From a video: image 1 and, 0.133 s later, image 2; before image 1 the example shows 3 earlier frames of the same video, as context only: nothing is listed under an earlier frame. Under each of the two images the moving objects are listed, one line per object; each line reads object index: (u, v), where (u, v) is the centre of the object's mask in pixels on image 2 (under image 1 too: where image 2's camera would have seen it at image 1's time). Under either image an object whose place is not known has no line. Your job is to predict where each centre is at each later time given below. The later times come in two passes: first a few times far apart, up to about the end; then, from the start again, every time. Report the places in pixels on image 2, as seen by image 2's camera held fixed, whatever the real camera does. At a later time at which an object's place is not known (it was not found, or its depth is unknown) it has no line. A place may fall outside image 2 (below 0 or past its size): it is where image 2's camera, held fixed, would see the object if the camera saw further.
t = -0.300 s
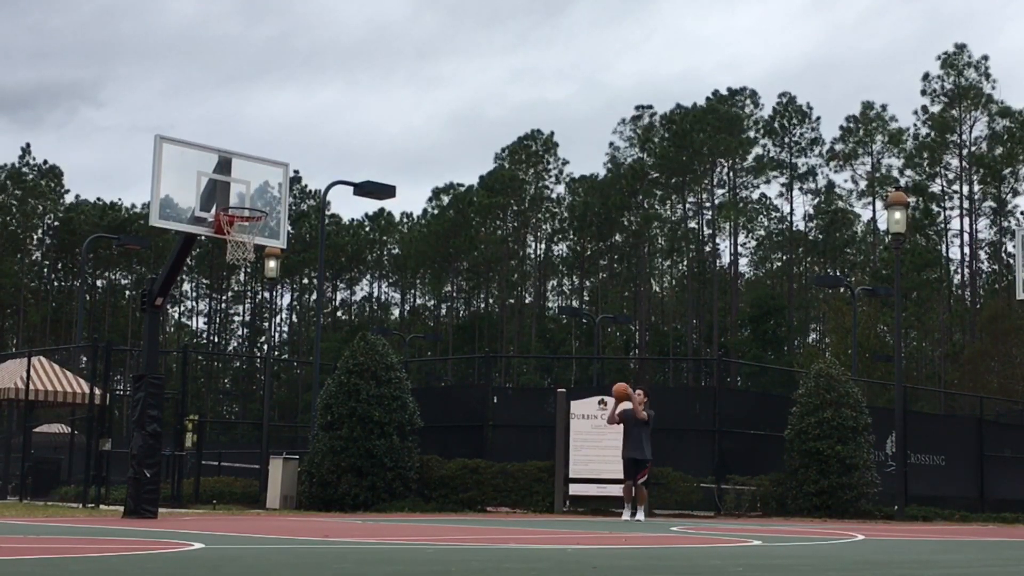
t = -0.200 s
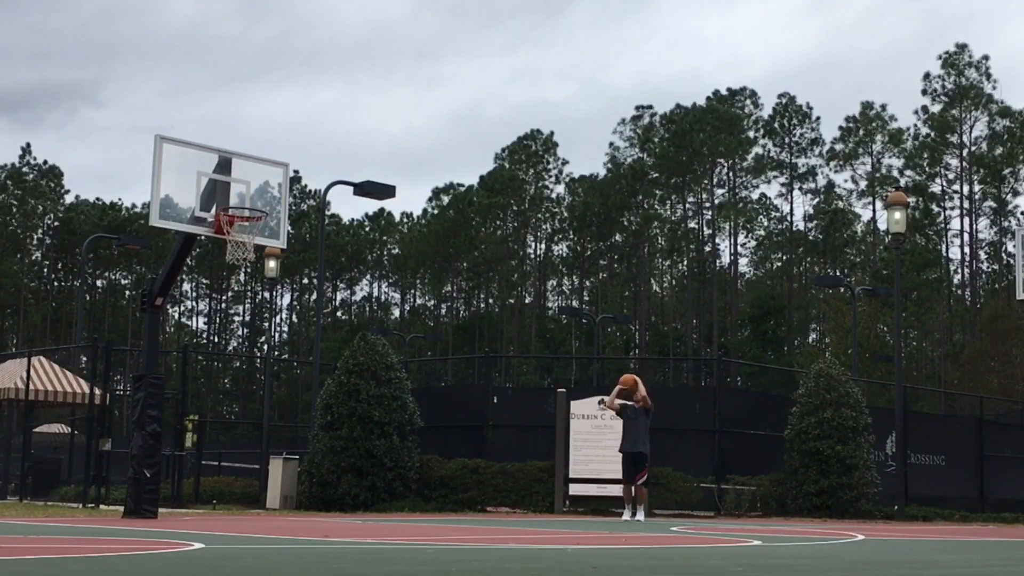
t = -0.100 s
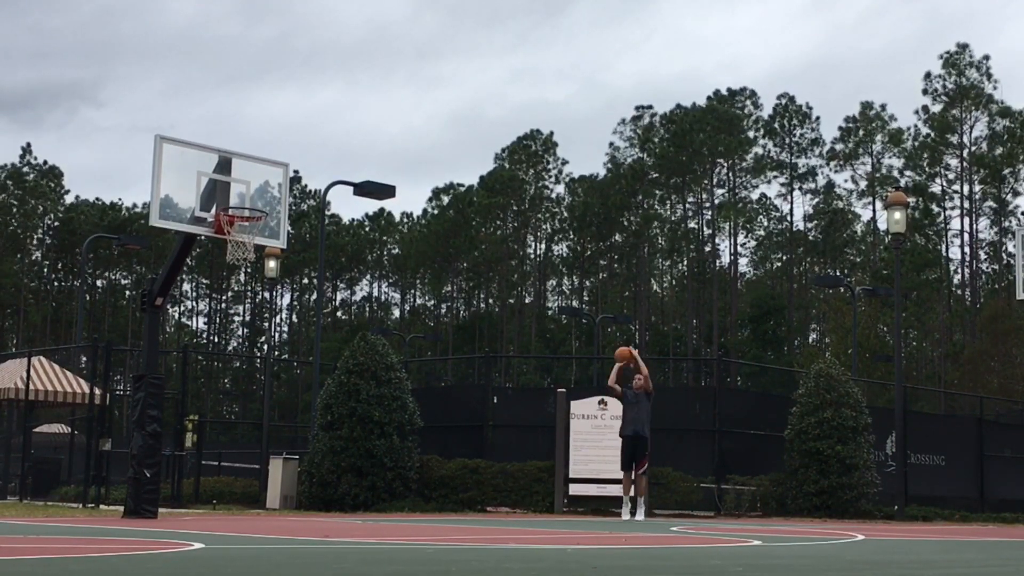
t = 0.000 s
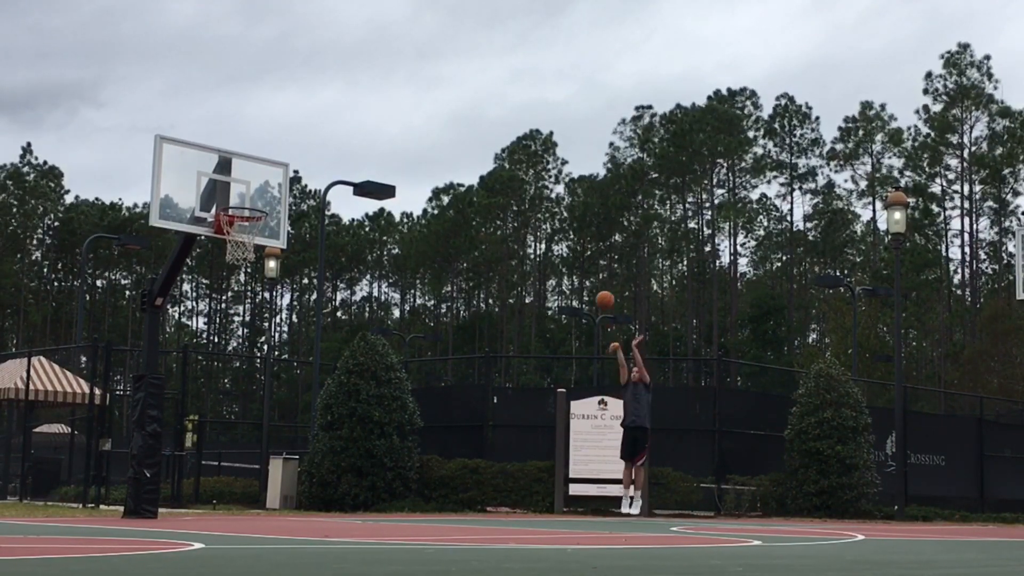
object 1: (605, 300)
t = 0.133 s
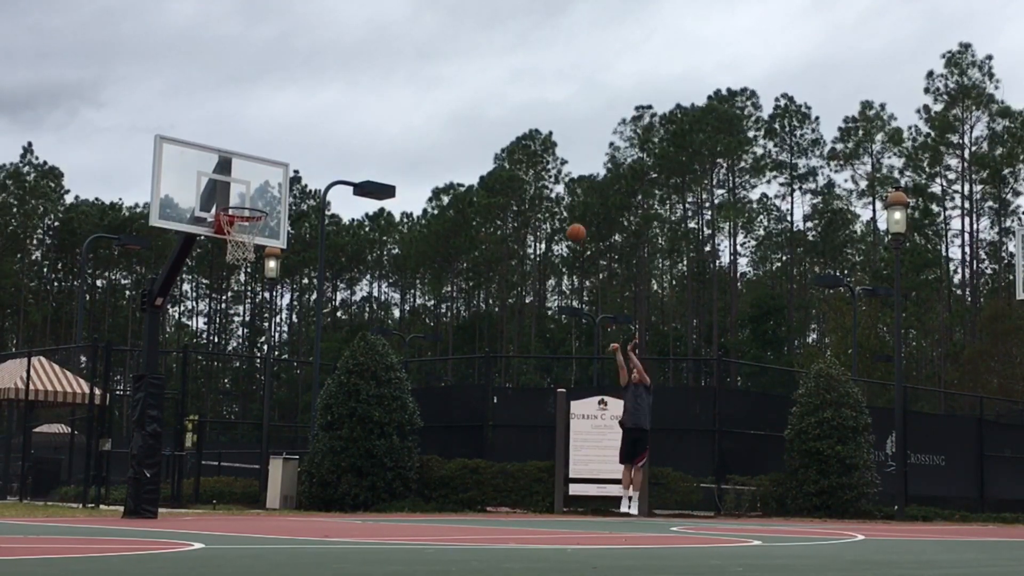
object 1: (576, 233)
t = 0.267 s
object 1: (546, 178)
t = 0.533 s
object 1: (479, 105)
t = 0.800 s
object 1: (403, 85)
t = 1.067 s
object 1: (319, 128)
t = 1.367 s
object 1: (221, 234)
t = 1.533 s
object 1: (204, 255)
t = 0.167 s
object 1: (569, 218)
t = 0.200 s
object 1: (562, 204)
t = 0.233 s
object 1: (554, 191)
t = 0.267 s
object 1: (546, 178)
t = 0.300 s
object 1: (538, 166)
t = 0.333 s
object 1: (530, 155)
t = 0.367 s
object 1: (522, 145)
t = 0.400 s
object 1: (513, 135)
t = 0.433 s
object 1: (505, 126)
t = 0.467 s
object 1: (496, 118)
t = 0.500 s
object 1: (488, 111)
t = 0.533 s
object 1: (479, 105)
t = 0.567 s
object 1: (470, 99)
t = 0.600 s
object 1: (461, 95)
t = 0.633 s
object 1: (452, 91)
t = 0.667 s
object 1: (442, 88)
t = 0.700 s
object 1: (433, 86)
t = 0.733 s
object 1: (423, 85)
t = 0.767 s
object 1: (413, 85)
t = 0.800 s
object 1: (403, 85)
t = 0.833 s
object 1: (393, 87)
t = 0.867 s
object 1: (383, 90)
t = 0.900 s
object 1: (373, 93)
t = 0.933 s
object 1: (362, 98)
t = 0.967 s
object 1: (352, 104)
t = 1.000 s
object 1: (341, 111)
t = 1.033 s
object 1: (330, 119)
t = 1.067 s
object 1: (319, 128)
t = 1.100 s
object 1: (307, 138)
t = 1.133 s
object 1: (296, 149)
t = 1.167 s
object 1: (284, 162)
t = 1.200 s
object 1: (273, 176)
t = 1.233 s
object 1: (261, 191)
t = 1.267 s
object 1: (249, 208)
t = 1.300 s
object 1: (237, 220)
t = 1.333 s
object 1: (228, 232)
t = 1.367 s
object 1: (221, 234)
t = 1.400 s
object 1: (217, 240)
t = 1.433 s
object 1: (214, 241)
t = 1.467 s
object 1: (211, 245)
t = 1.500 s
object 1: (207, 249)
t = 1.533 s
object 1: (204, 255)
